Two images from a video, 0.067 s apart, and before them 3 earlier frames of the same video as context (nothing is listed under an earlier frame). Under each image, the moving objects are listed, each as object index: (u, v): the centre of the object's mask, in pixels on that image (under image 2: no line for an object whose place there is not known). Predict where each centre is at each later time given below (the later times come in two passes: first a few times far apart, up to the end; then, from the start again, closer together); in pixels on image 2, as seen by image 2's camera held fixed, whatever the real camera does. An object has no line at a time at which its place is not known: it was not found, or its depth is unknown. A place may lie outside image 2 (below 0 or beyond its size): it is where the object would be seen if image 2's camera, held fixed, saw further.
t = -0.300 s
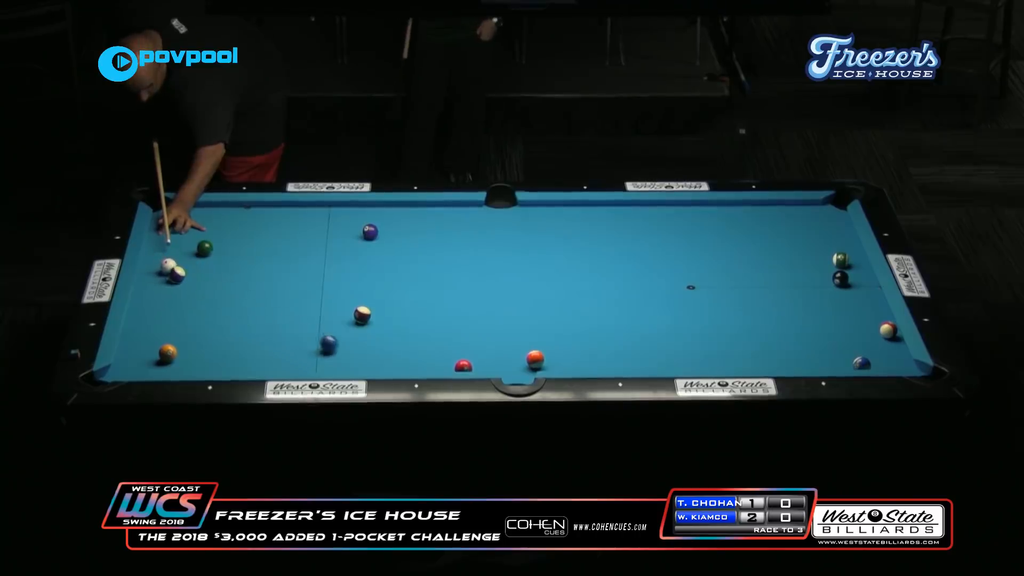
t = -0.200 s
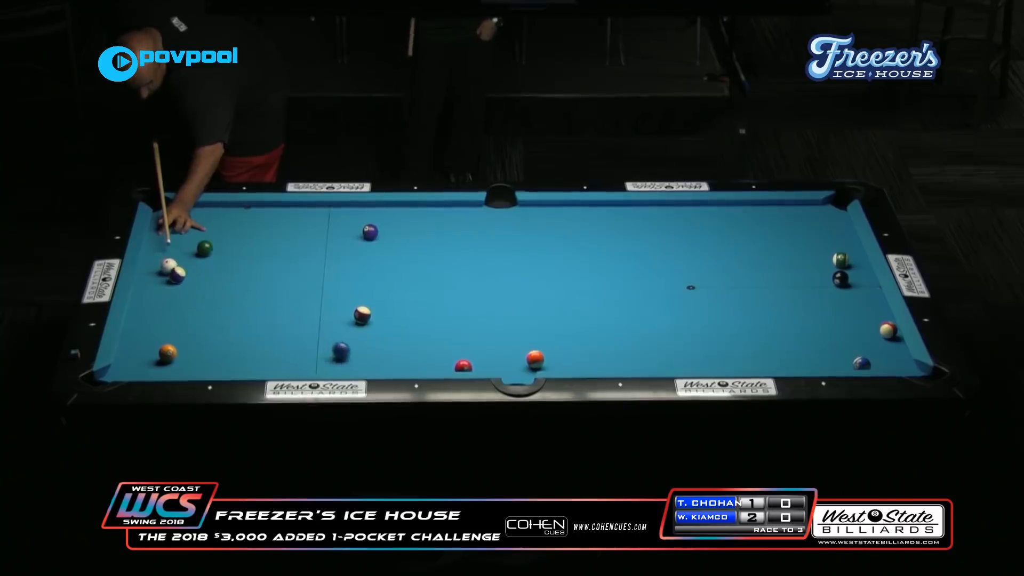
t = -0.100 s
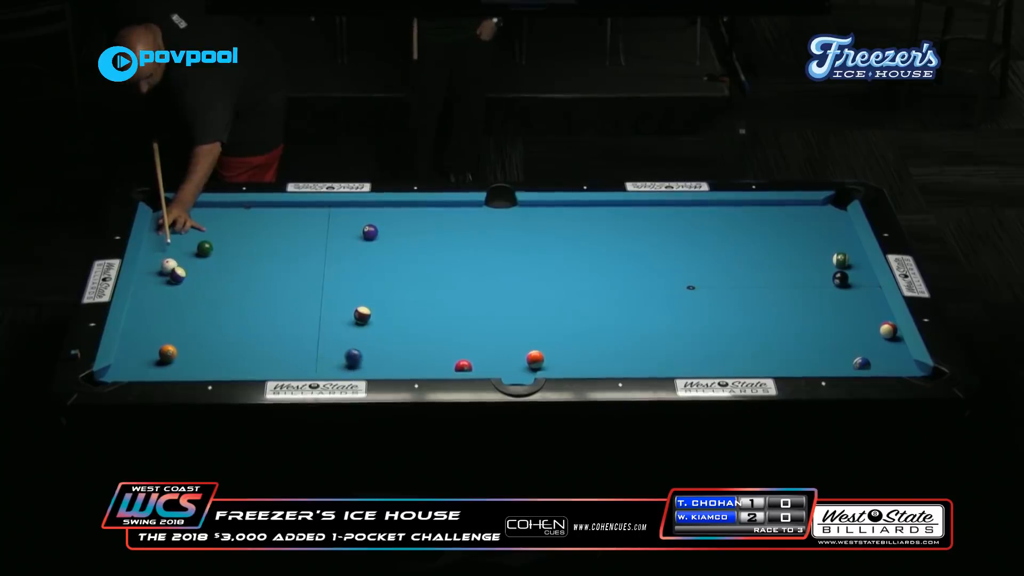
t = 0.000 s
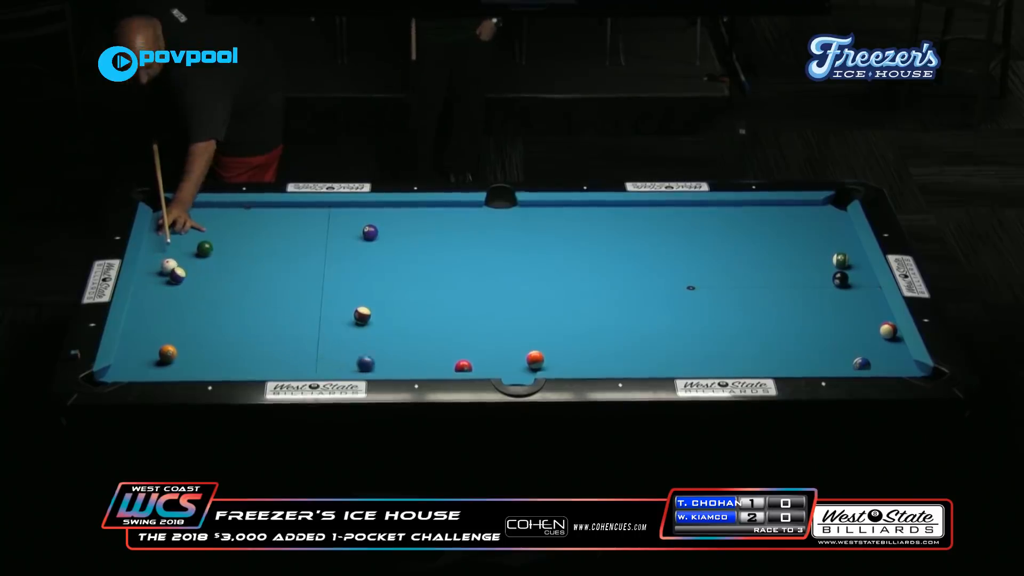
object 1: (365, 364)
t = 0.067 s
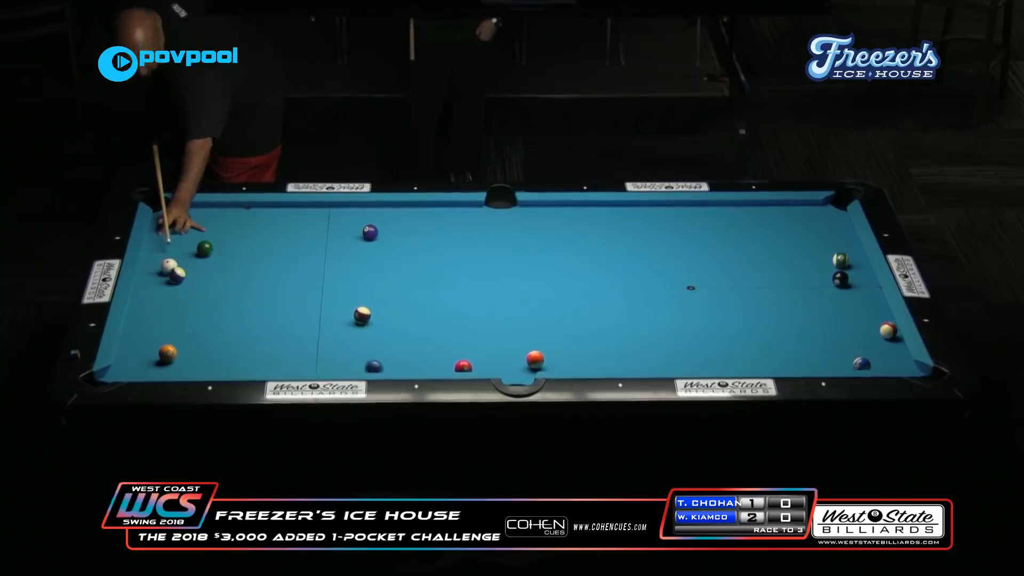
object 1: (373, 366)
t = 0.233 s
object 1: (388, 365)
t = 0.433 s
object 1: (403, 360)
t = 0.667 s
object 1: (420, 351)
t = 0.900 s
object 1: (434, 343)
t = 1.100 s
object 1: (446, 337)
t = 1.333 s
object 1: (459, 330)
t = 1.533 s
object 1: (469, 325)
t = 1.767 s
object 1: (479, 319)
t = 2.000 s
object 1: (488, 314)
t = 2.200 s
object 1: (495, 310)
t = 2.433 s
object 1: (503, 306)
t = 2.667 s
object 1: (509, 303)
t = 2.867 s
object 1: (514, 300)
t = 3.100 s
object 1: (519, 298)
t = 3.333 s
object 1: (523, 296)
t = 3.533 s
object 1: (525, 294)
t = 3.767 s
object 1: (527, 293)
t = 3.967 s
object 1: (528, 292)
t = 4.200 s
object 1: (529, 292)
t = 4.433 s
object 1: (529, 292)
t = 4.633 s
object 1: (529, 292)
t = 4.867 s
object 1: (529, 292)
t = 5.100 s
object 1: (529, 292)
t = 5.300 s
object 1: (529, 292)
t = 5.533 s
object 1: (529, 292)
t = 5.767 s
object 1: (529, 292)
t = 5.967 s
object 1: (529, 292)
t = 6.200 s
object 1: (529, 292)
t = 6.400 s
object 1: (529, 292)
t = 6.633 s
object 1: (529, 292)
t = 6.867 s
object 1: (529, 292)
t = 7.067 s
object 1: (529, 292)
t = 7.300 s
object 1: (529, 292)
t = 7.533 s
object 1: (529, 292)
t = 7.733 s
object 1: (529, 292)
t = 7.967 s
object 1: (529, 292)
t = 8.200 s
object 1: (529, 292)
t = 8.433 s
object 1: (529, 292)
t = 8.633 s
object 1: (529, 292)
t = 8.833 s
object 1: (529, 292)
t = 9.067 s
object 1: (529, 292)
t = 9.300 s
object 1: (529, 292)
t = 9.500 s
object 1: (530, 292)
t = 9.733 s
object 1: (529, 292)
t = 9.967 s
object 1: (529, 292)
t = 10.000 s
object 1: (529, 292)
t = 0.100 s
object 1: (378, 368)
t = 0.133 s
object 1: (380, 367)
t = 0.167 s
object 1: (383, 366)
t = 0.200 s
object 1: (386, 366)
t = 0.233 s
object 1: (388, 365)
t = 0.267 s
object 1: (391, 364)
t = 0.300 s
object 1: (394, 364)
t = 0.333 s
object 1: (396, 363)
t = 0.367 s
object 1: (399, 362)
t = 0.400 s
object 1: (401, 361)
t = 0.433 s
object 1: (403, 360)
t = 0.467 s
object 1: (406, 358)
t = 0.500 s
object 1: (408, 357)
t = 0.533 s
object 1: (411, 356)
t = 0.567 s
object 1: (413, 355)
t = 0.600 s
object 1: (415, 354)
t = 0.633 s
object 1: (417, 352)
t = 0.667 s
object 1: (420, 351)
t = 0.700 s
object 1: (422, 350)
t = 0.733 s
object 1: (424, 349)
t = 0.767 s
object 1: (426, 348)
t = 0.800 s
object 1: (428, 347)
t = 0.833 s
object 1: (430, 346)
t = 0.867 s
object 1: (433, 344)
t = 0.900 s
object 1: (434, 343)
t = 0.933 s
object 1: (437, 342)
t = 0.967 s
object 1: (438, 341)
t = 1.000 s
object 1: (441, 340)
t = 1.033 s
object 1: (443, 339)
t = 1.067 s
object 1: (444, 338)
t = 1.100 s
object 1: (446, 337)
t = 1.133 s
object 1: (448, 336)
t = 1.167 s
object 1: (450, 335)
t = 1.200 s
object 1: (452, 334)
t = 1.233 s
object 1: (453, 333)
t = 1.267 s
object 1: (455, 332)
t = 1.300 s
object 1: (457, 331)
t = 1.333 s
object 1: (459, 330)
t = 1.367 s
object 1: (460, 329)
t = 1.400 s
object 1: (462, 328)
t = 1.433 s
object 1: (464, 328)
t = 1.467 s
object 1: (465, 326)
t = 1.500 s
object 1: (467, 326)
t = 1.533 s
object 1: (469, 325)
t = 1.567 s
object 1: (470, 324)
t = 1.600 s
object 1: (472, 323)
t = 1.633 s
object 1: (473, 322)
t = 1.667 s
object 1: (475, 321)
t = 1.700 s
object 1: (476, 321)
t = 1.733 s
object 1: (478, 320)
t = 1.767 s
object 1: (479, 319)
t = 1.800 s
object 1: (481, 318)
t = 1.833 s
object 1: (482, 318)
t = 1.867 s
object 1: (483, 317)
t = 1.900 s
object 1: (484, 316)
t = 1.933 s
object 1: (486, 315)
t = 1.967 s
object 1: (487, 315)
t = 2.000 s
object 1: (488, 314)
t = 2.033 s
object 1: (489, 313)
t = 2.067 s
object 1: (490, 313)
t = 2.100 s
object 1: (492, 312)
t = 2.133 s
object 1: (493, 311)
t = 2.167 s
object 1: (494, 311)
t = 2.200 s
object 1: (495, 310)
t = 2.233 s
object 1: (497, 309)
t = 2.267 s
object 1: (497, 309)
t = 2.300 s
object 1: (499, 308)
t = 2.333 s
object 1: (500, 308)
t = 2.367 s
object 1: (501, 307)
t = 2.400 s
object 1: (502, 306)
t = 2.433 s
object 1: (503, 306)
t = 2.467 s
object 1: (504, 305)
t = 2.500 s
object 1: (505, 305)
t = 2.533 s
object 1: (506, 304)
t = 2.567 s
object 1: (507, 304)
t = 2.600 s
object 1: (508, 304)
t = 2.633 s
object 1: (508, 303)
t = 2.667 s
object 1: (509, 303)
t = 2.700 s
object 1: (510, 302)
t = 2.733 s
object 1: (511, 302)
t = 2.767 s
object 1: (512, 301)
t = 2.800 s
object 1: (513, 301)
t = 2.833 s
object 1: (513, 300)
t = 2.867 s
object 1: (514, 300)
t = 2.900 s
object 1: (515, 300)
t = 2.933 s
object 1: (516, 299)
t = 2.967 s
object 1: (516, 299)
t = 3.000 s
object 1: (517, 299)
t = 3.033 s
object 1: (518, 298)
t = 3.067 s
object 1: (518, 298)
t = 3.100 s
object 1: (519, 298)
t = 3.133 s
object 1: (519, 297)
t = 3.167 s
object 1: (520, 297)
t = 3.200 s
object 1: (521, 297)
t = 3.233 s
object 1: (521, 296)
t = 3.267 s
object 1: (522, 296)
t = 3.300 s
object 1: (522, 296)
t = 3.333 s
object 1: (523, 296)
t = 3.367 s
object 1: (523, 296)
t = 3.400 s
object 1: (523, 295)
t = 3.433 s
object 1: (524, 295)
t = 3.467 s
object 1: (524, 295)
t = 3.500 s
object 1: (525, 294)
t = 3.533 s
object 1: (525, 294)
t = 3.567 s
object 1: (525, 294)
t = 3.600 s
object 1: (526, 294)
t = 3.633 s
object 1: (526, 294)
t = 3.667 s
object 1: (526, 293)
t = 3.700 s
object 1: (527, 293)
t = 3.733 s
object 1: (527, 293)
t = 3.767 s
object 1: (527, 293)
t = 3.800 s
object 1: (527, 293)
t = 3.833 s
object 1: (528, 293)
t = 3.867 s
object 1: (528, 293)
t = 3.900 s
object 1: (528, 293)
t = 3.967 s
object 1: (528, 292)
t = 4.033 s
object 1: (528, 292)
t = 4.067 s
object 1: (529, 292)
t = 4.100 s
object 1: (529, 292)
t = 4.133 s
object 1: (529, 292)
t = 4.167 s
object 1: (529, 292)
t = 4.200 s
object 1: (529, 292)
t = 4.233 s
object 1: (529, 292)
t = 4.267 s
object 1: (529, 292)
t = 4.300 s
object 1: (529, 292)
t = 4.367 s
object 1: (529, 292)
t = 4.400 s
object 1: (529, 292)
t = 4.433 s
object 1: (529, 292)
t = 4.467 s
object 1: (529, 292)
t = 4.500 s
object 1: (529, 292)
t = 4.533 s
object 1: (529, 292)
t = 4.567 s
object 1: (529, 292)
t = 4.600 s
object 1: (529, 292)
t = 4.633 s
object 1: (529, 292)
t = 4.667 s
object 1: (529, 292)
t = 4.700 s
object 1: (529, 292)
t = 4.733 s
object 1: (529, 292)
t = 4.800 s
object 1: (529, 292)
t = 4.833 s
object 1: (529, 292)
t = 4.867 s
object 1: (529, 292)
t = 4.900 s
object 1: (529, 292)
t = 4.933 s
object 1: (529, 292)
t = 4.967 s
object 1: (529, 292)
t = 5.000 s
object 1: (529, 292)
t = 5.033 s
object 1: (529, 292)
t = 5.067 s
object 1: (529, 292)
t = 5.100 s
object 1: (529, 292)
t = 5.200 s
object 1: (529, 292)
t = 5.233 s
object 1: (529, 292)
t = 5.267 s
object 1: (529, 292)
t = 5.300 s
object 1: (529, 292)
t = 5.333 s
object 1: (529, 292)
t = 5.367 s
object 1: (529, 292)
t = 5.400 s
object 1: (529, 292)
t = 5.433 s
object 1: (529, 292)
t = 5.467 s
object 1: (529, 292)
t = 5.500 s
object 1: (529, 292)
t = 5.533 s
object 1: (529, 292)
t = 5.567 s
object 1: (529, 292)
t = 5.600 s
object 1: (529, 292)
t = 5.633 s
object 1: (529, 292)
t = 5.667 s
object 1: (529, 292)
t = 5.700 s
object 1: (529, 292)
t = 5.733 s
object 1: (529, 292)
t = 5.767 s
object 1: (529, 292)
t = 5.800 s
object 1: (529, 292)
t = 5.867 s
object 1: (529, 292)
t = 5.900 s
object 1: (529, 292)
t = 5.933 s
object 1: (529, 292)
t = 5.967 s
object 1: (529, 292)
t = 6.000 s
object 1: (529, 292)
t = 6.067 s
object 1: (529, 292)
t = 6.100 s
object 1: (529, 292)
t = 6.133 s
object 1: (529, 292)
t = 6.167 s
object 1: (529, 292)
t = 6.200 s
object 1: (529, 292)
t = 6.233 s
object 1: (529, 292)
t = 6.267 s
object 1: (529, 292)
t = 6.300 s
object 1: (529, 292)
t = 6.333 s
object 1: (529, 292)
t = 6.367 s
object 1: (529, 292)
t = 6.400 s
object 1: (529, 292)
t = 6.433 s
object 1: (529, 292)
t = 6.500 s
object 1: (529, 292)
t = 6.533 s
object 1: (529, 292)
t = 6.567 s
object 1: (529, 292)
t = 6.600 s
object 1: (529, 292)
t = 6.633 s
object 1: (529, 292)
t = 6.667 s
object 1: (529, 292)
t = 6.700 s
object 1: (529, 292)
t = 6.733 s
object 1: (529, 292)
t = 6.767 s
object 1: (529, 292)
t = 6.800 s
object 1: (529, 292)
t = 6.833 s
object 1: (529, 292)
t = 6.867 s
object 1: (529, 292)
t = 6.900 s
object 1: (529, 292)
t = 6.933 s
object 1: (529, 292)
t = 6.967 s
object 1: (529, 292)
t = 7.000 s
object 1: (529, 292)
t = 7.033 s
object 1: (529, 292)
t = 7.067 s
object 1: (529, 292)
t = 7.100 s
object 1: (529, 292)
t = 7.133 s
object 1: (529, 292)
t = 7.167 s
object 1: (529, 292)
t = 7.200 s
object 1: (529, 292)
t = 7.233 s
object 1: (529, 292)
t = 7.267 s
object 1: (529, 292)
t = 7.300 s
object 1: (529, 292)
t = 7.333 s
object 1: (529, 292)
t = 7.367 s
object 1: (529, 292)
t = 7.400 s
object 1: (529, 292)
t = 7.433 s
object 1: (529, 292)
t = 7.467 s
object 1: (529, 292)
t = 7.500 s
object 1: (529, 292)
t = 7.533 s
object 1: (529, 292)
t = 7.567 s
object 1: (529, 292)
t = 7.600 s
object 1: (529, 292)
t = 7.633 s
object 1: (529, 292)
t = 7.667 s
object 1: (529, 292)
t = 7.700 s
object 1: (529, 292)
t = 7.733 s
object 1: (529, 292)
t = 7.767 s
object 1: (529, 292)
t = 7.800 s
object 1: (529, 292)
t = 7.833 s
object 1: (529, 292)
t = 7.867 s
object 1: (529, 292)
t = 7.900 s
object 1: (529, 292)
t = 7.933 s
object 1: (529, 292)
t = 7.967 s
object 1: (529, 292)
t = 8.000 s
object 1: (529, 292)
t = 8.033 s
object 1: (529, 292)
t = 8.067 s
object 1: (529, 292)
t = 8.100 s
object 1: (529, 292)
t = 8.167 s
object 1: (529, 292)
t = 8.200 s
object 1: (529, 292)
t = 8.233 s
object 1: (529, 292)
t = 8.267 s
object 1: (529, 292)
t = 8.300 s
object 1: (529, 292)
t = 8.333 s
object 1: (529, 292)
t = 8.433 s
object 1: (529, 292)
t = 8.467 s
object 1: (529, 292)
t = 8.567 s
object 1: (529, 292)
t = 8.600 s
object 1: (529, 292)
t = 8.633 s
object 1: (529, 292)
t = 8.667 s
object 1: (529, 292)
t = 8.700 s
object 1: (529, 292)
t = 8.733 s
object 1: (529, 292)
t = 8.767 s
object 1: (529, 292)
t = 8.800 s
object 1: (529, 292)
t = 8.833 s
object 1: (529, 292)
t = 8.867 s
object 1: (529, 292)
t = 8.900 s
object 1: (529, 292)
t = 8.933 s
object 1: (529, 292)
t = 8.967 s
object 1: (529, 292)
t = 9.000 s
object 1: (529, 292)
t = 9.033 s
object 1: (529, 292)
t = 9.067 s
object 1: (529, 292)
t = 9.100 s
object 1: (529, 292)
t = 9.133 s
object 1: (529, 292)
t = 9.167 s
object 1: (529, 292)
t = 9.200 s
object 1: (529, 292)
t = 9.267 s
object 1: (529, 292)
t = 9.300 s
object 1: (529, 292)
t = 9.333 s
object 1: (529, 292)
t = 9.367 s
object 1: (530, 292)
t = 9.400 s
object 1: (530, 292)
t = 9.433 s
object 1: (530, 292)
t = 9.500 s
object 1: (530, 292)
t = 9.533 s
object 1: (530, 292)
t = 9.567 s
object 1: (530, 292)
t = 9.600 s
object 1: (530, 292)
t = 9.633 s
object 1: (530, 292)
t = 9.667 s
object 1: (530, 292)
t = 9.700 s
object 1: (529, 292)
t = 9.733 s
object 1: (529, 292)
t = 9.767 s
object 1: (529, 292)
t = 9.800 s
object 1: (529, 292)
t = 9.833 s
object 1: (529, 292)
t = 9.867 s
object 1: (529, 292)
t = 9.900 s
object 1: (529, 292)
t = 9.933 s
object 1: (529, 292)
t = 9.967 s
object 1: (529, 292)
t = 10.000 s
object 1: (529, 292)
